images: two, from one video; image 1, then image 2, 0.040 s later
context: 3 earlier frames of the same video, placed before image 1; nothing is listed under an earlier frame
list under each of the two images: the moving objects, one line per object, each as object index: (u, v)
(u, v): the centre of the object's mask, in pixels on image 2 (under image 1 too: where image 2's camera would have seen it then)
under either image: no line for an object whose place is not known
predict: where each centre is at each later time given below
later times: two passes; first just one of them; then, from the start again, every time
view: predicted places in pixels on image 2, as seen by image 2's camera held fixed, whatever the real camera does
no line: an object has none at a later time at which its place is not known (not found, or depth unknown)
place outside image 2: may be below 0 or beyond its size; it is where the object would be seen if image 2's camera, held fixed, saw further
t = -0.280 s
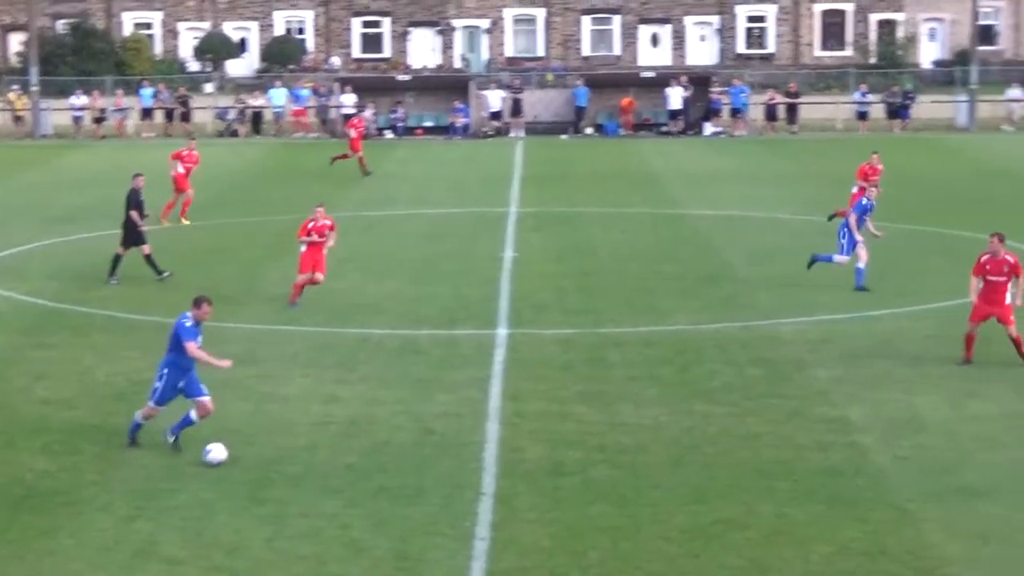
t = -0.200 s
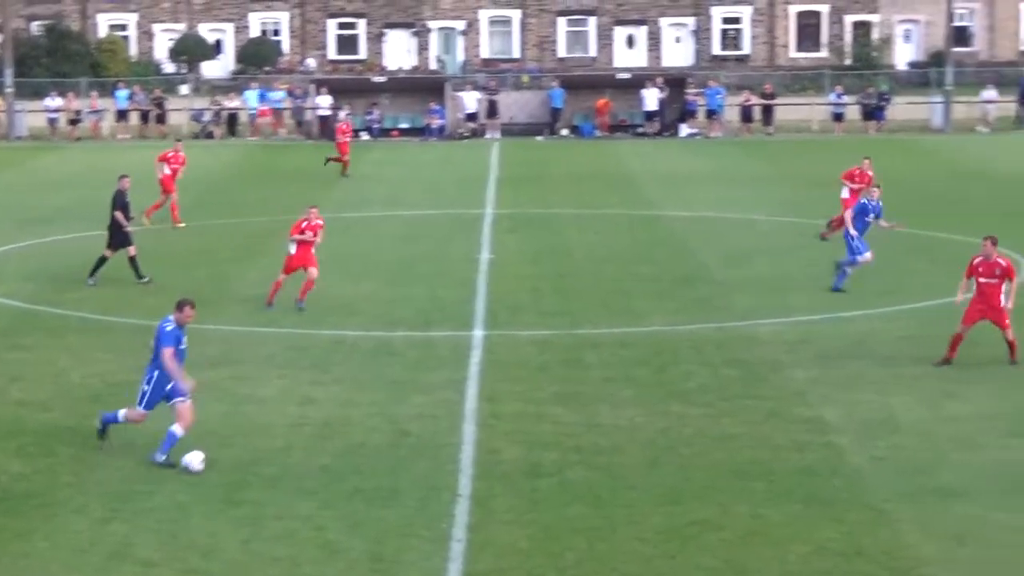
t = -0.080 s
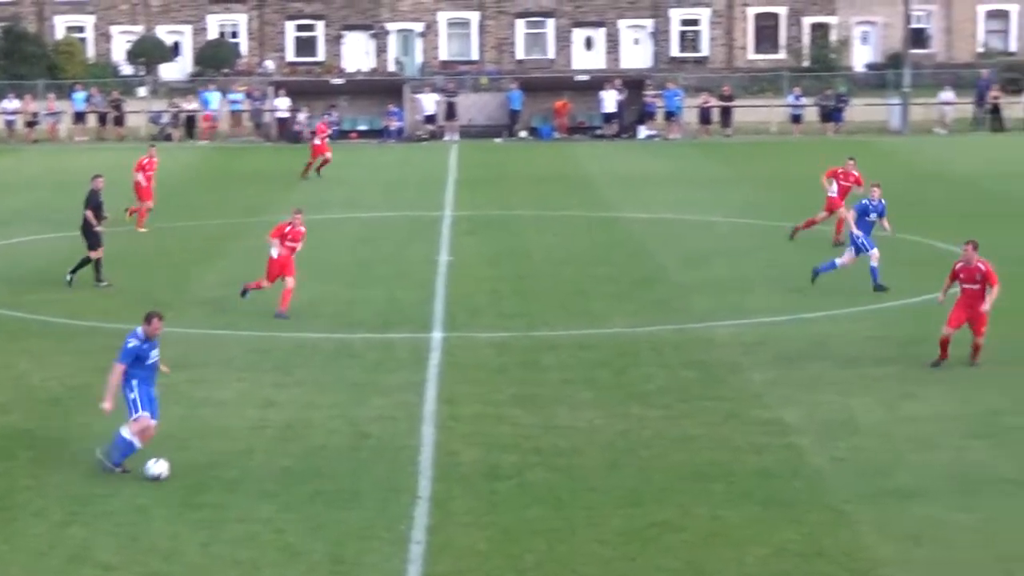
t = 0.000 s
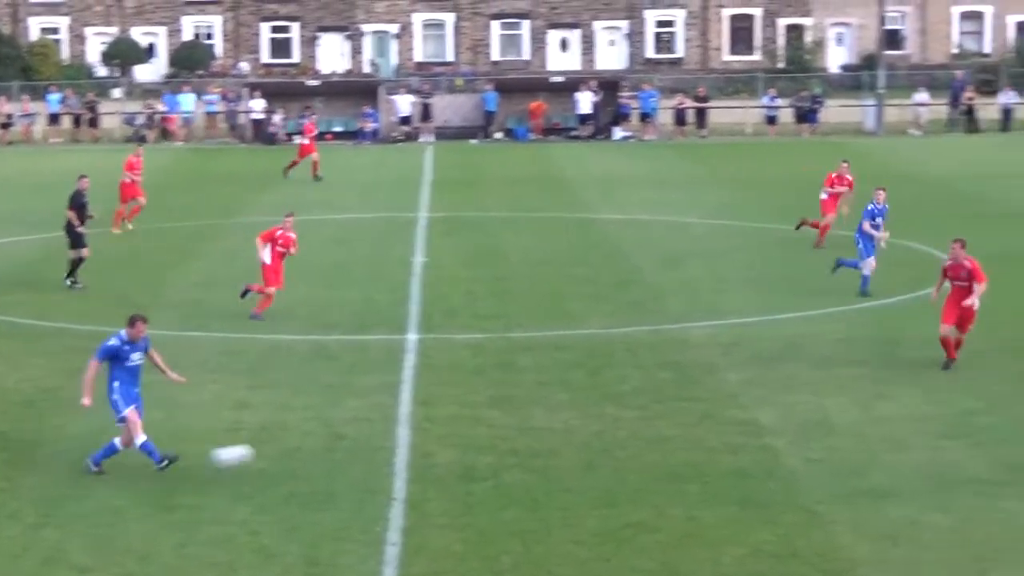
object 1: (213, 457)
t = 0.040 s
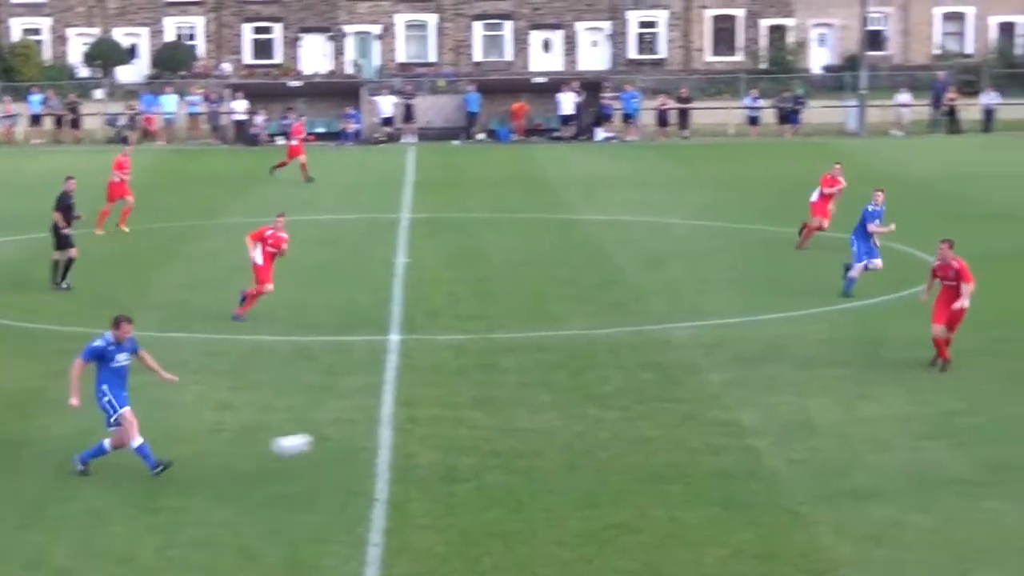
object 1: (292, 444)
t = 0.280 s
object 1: (743, 400)
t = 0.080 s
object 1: (370, 433)
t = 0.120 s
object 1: (448, 424)
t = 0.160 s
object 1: (524, 416)
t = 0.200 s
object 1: (599, 409)
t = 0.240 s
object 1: (671, 404)
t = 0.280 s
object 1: (743, 400)
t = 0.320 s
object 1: (815, 398)
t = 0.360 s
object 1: (886, 397)
